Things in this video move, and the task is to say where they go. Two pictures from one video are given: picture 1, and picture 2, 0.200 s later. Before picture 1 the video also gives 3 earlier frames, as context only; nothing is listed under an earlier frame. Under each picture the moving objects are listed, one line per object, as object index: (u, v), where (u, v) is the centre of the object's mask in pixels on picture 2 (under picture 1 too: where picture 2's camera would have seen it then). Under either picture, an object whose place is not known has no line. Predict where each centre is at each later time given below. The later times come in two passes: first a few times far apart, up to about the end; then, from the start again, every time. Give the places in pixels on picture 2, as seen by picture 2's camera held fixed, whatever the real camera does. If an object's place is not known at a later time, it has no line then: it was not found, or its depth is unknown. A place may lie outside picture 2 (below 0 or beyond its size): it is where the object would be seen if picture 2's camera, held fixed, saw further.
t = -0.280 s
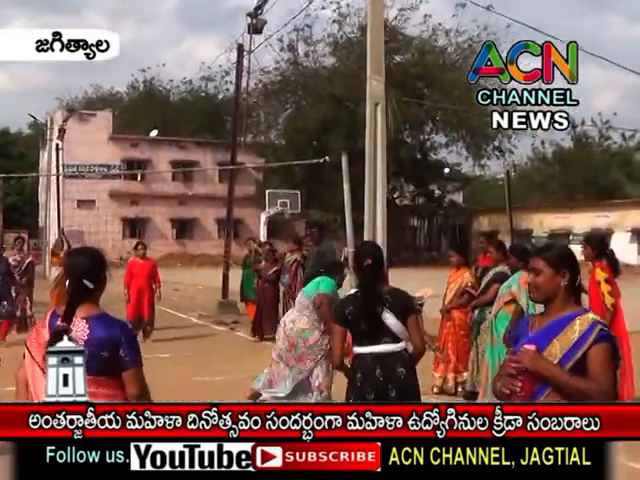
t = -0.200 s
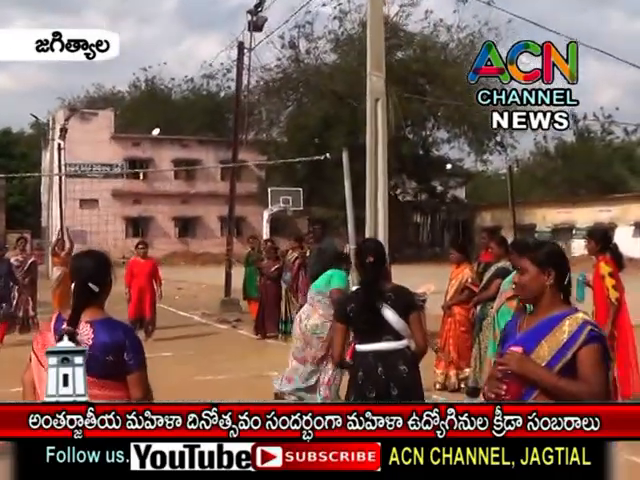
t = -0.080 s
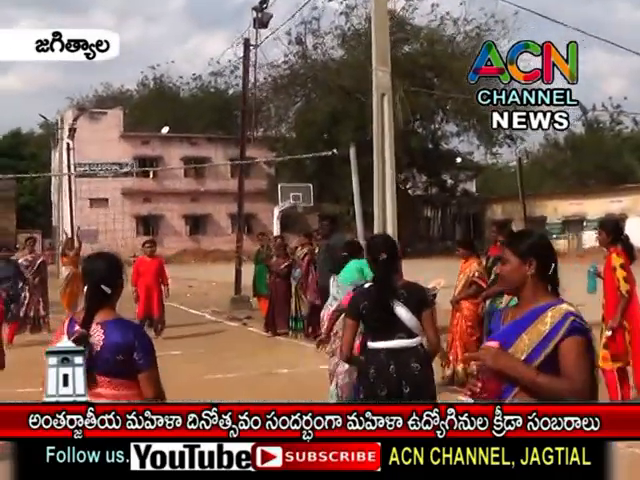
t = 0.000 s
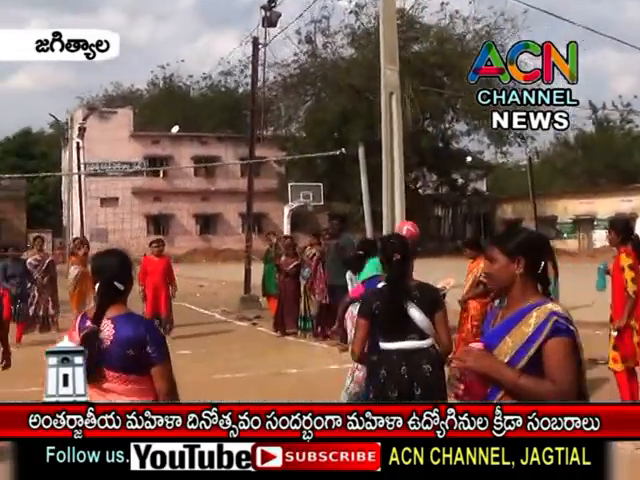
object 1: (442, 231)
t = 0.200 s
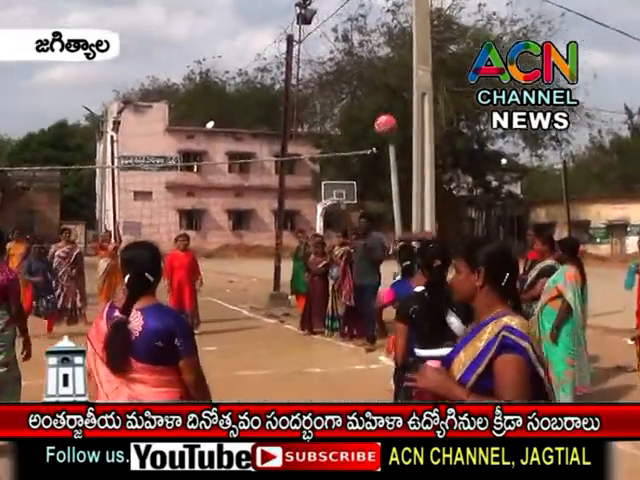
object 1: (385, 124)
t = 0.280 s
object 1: (365, 96)
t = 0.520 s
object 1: (317, 62)
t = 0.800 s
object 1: (273, 84)
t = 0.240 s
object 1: (375, 110)
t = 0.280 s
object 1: (365, 96)
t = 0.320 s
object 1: (357, 86)
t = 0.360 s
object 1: (348, 78)
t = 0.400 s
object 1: (340, 71)
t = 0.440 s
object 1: (333, 65)
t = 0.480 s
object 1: (326, 63)
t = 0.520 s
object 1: (317, 62)
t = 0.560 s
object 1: (311, 63)
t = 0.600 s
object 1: (304, 63)
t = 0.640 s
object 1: (297, 65)
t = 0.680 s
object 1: (290, 69)
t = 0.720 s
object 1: (284, 72)
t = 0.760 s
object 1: (278, 78)
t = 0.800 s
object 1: (273, 84)
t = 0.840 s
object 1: (269, 93)
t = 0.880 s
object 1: (263, 102)
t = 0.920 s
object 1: (258, 112)
